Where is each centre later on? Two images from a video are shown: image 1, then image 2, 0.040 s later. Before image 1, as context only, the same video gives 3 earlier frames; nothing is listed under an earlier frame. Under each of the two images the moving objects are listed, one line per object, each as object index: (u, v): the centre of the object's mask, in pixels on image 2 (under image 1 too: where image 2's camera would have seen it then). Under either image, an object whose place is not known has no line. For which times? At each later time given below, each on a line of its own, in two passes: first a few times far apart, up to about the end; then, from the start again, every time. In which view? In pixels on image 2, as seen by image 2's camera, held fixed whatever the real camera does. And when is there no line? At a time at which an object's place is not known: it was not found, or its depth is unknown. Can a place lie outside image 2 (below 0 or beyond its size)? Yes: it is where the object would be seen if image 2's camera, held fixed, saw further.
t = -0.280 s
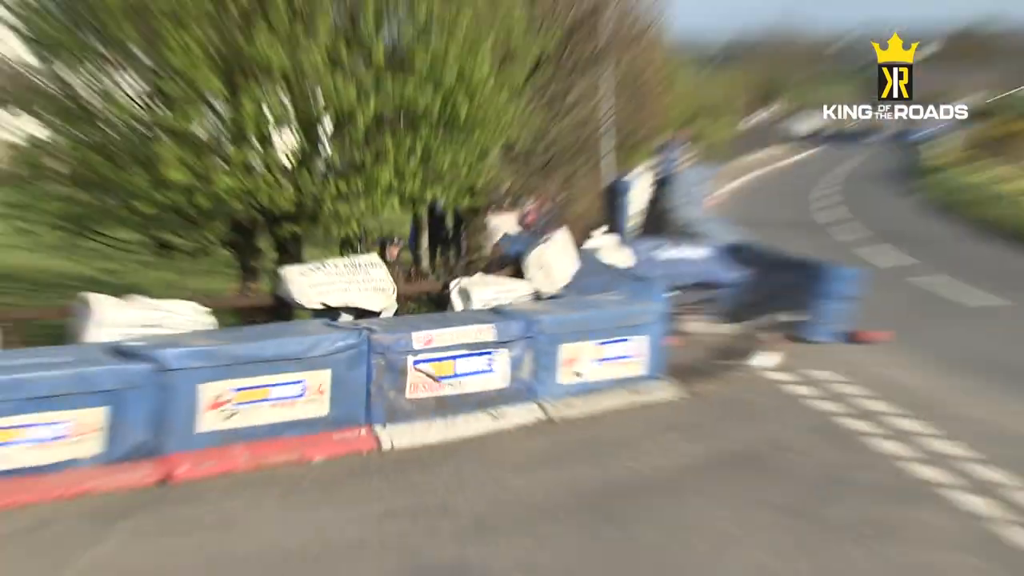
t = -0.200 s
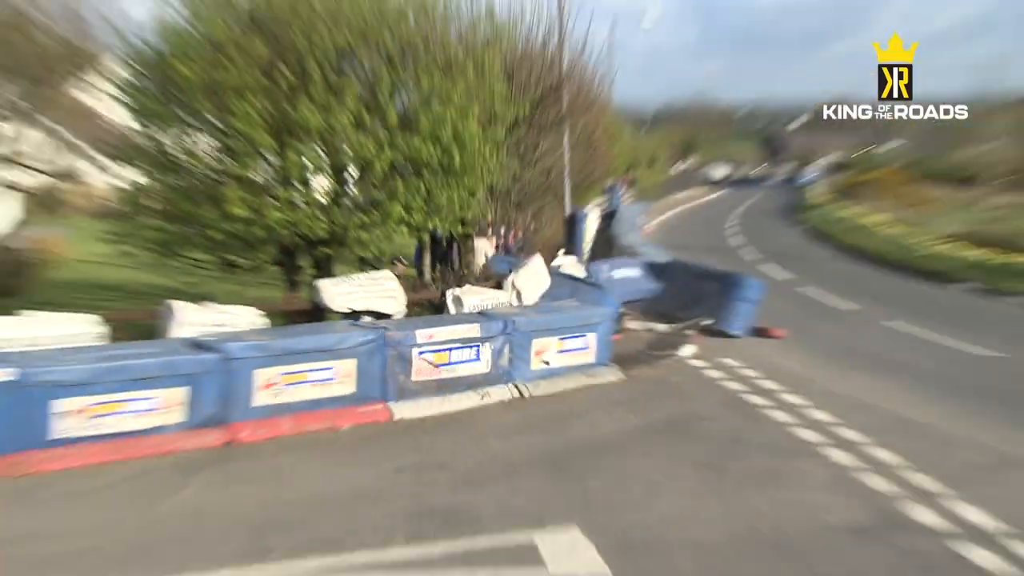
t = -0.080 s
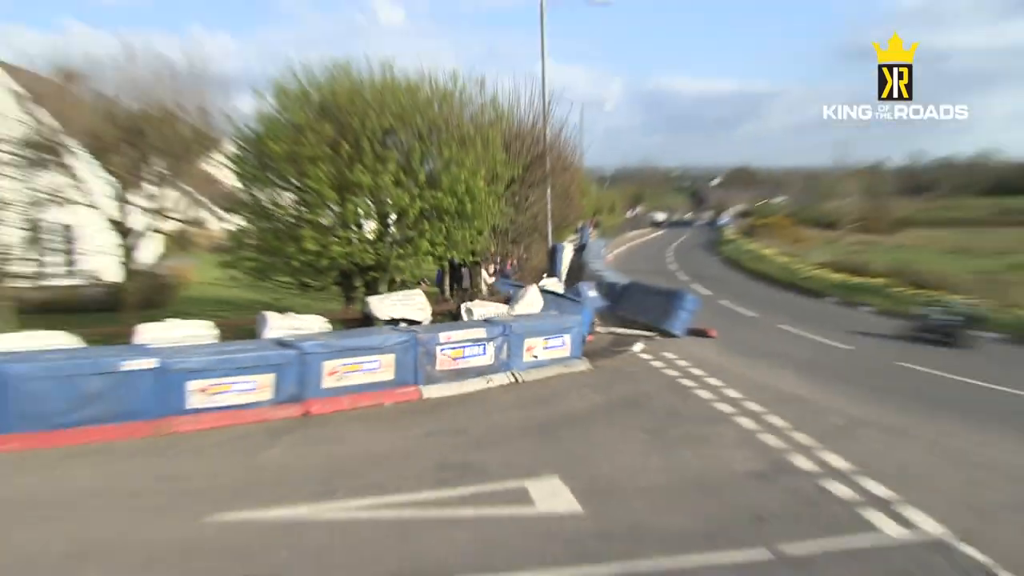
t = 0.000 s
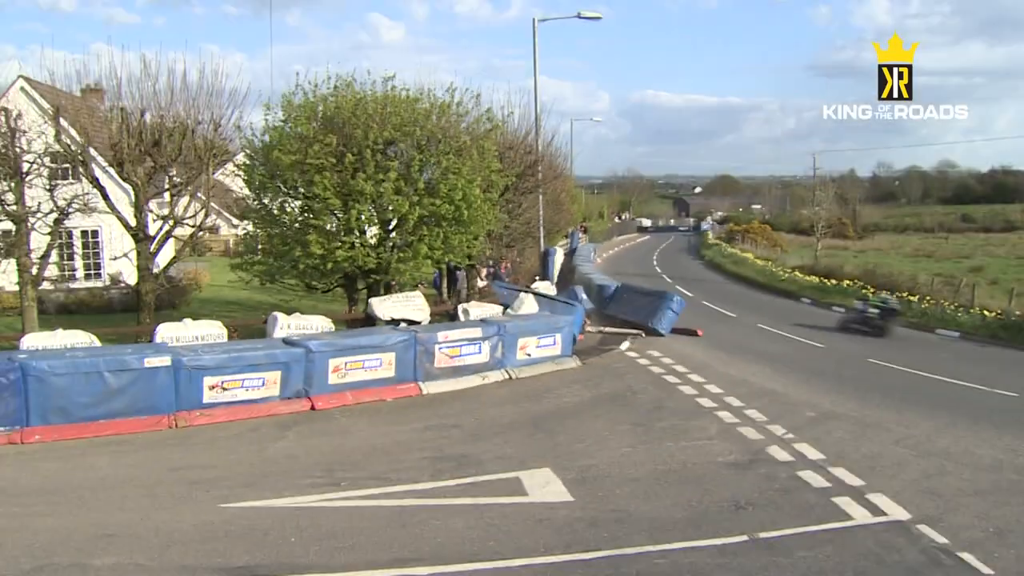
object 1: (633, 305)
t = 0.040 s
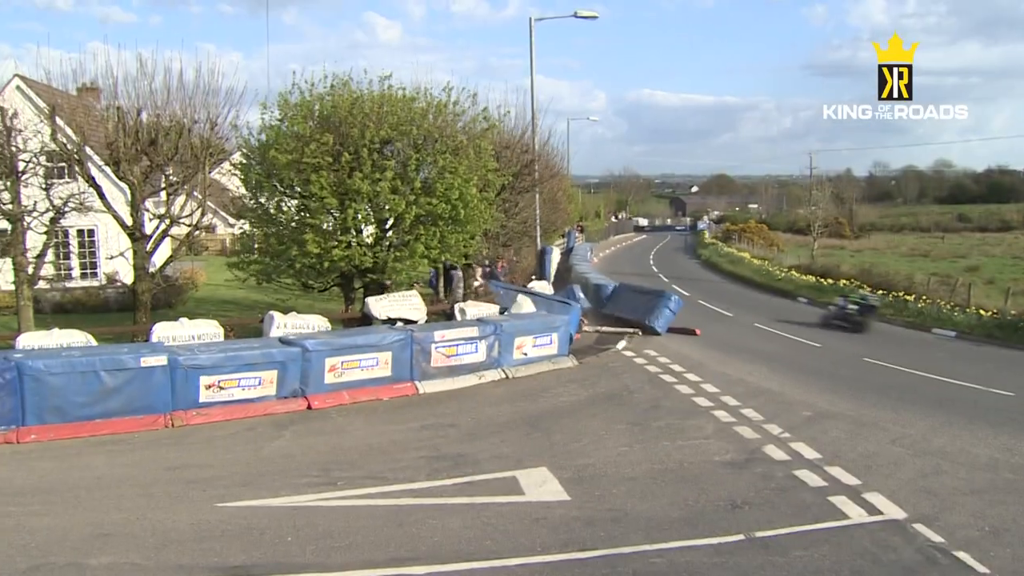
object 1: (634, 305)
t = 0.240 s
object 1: (637, 307)
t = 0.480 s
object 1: (655, 315)
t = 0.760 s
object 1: (659, 312)
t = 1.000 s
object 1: (661, 315)
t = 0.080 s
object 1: (635, 305)
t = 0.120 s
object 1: (635, 306)
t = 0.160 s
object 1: (636, 307)
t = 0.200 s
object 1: (637, 307)
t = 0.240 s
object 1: (637, 307)
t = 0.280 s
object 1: (646, 311)
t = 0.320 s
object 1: (647, 312)
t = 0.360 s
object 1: (647, 313)
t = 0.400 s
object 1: (647, 313)
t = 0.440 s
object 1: (653, 315)
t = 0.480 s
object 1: (655, 315)
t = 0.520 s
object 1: (656, 315)
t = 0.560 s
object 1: (657, 315)
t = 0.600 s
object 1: (658, 314)
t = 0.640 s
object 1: (658, 313)
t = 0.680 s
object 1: (659, 313)
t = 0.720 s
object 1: (658, 312)
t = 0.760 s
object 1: (659, 312)
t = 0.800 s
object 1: (660, 312)
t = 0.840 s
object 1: (661, 313)
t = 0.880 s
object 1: (661, 314)
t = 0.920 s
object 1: (660, 315)
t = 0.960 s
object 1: (660, 315)
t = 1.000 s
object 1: (661, 315)
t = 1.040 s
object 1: (659, 316)
